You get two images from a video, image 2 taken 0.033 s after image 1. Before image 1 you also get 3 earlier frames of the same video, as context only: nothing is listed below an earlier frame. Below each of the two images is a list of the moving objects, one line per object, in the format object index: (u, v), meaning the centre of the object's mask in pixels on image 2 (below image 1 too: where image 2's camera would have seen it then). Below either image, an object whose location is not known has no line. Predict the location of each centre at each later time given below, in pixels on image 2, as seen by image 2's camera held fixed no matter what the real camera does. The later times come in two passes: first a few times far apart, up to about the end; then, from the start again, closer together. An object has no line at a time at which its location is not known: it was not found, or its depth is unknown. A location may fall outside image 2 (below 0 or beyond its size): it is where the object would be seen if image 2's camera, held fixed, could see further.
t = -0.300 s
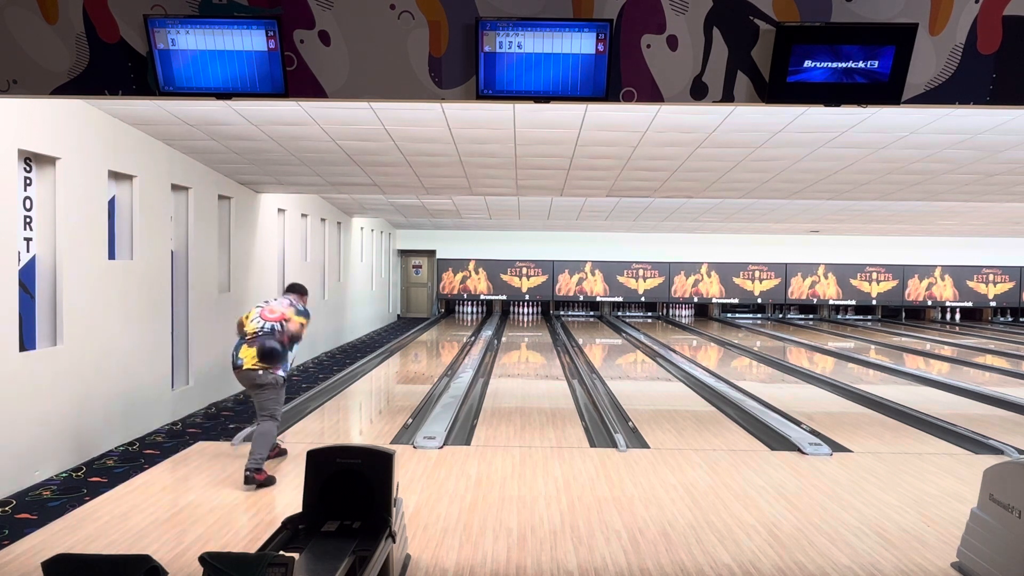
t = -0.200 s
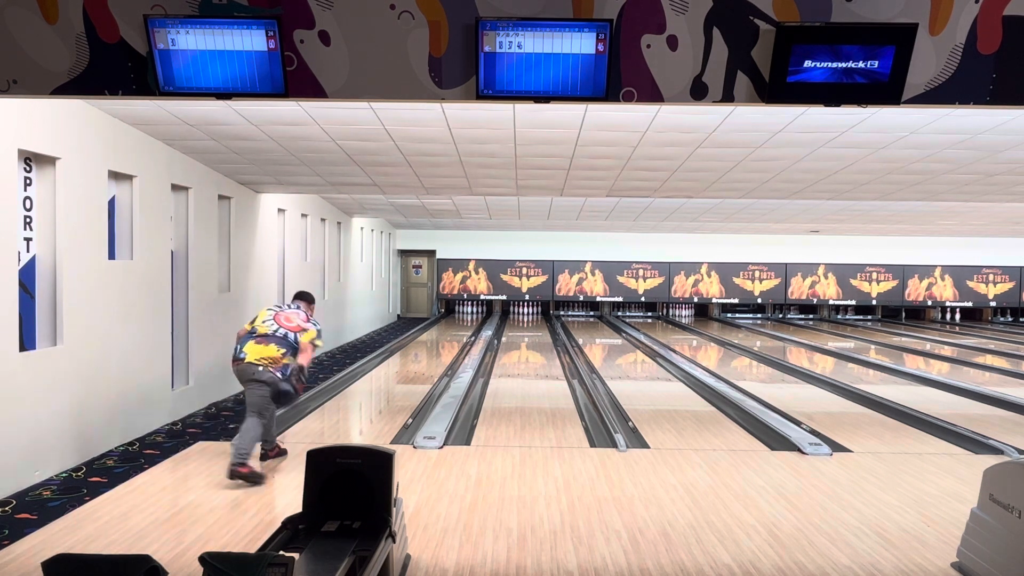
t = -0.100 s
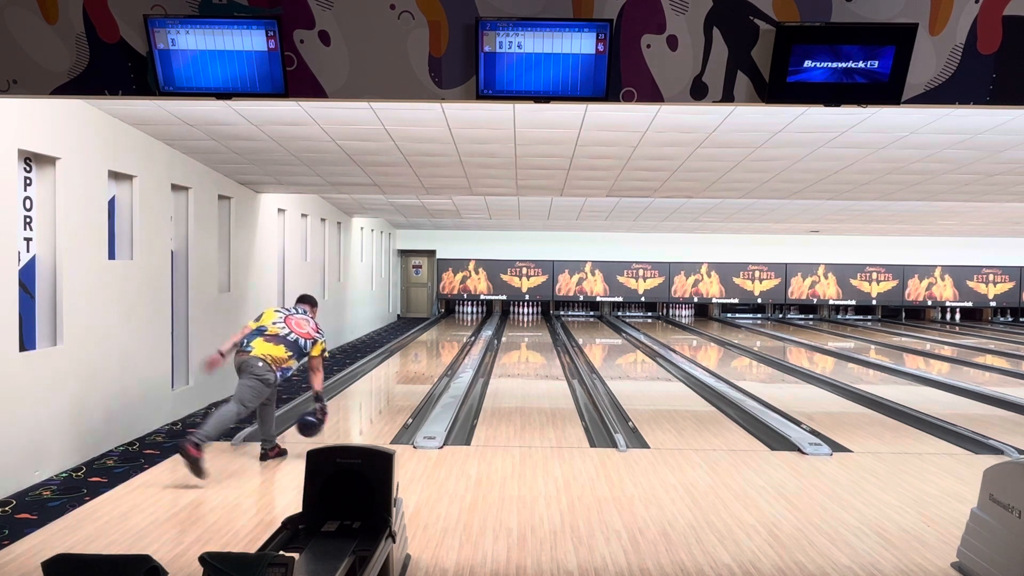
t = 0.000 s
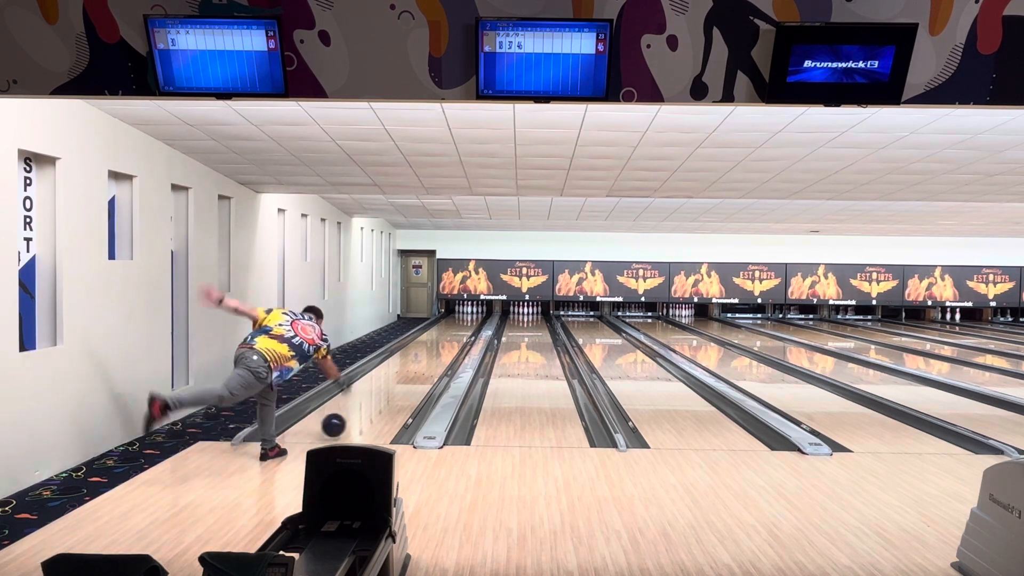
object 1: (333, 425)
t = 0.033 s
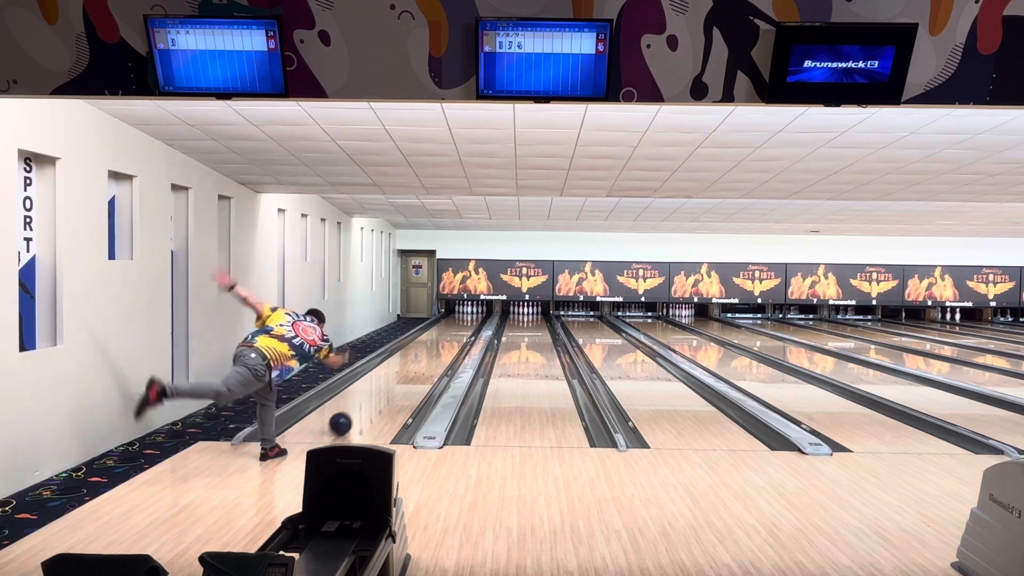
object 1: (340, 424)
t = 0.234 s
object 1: (374, 398)
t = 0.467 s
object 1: (400, 377)
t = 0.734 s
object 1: (422, 359)
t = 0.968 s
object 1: (435, 348)
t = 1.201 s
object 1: (446, 340)
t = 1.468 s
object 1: (456, 331)
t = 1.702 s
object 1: (462, 325)
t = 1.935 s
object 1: (467, 321)
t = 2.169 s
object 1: (471, 316)
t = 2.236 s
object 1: (471, 316)
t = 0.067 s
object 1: (347, 418)
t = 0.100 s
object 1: (353, 413)
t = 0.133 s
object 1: (359, 409)
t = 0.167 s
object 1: (364, 405)
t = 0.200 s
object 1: (369, 401)
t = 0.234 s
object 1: (374, 398)
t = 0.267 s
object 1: (378, 394)
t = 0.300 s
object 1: (382, 391)
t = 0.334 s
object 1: (386, 388)
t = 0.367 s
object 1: (390, 385)
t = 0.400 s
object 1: (393, 382)
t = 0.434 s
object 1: (397, 380)
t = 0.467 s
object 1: (400, 377)
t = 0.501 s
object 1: (403, 374)
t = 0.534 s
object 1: (406, 372)
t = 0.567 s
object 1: (409, 370)
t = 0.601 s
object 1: (412, 367)
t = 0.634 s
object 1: (415, 365)
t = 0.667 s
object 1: (417, 363)
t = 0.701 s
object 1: (419, 361)
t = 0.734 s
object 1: (422, 359)
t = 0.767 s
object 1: (424, 358)
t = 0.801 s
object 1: (426, 356)
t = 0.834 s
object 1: (428, 354)
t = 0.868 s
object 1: (430, 353)
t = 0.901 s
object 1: (432, 351)
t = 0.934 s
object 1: (434, 350)
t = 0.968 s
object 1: (435, 348)
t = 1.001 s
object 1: (437, 347)
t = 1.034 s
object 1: (439, 346)
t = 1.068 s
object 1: (440, 344)
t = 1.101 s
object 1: (442, 343)
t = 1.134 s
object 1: (443, 342)
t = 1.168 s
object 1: (445, 341)
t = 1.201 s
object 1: (446, 340)
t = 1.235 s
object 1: (447, 339)
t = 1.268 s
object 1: (449, 337)
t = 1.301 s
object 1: (450, 336)
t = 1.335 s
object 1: (451, 335)
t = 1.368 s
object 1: (452, 334)
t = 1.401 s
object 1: (454, 333)
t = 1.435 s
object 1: (455, 333)
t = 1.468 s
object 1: (456, 331)
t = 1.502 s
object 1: (457, 331)
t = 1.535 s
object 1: (458, 330)
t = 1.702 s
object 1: (462, 325)
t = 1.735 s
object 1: (463, 324)
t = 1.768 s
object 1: (464, 324)
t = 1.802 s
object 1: (464, 323)
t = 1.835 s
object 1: (465, 322)
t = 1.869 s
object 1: (465, 322)
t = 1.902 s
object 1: (466, 321)
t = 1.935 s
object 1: (467, 321)
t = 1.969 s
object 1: (467, 320)
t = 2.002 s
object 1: (467, 320)
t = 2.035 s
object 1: (468, 319)
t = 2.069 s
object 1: (468, 318)
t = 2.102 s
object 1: (471, 317)
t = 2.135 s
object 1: (471, 316)
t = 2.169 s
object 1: (471, 316)
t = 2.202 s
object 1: (471, 316)
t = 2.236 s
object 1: (471, 316)
